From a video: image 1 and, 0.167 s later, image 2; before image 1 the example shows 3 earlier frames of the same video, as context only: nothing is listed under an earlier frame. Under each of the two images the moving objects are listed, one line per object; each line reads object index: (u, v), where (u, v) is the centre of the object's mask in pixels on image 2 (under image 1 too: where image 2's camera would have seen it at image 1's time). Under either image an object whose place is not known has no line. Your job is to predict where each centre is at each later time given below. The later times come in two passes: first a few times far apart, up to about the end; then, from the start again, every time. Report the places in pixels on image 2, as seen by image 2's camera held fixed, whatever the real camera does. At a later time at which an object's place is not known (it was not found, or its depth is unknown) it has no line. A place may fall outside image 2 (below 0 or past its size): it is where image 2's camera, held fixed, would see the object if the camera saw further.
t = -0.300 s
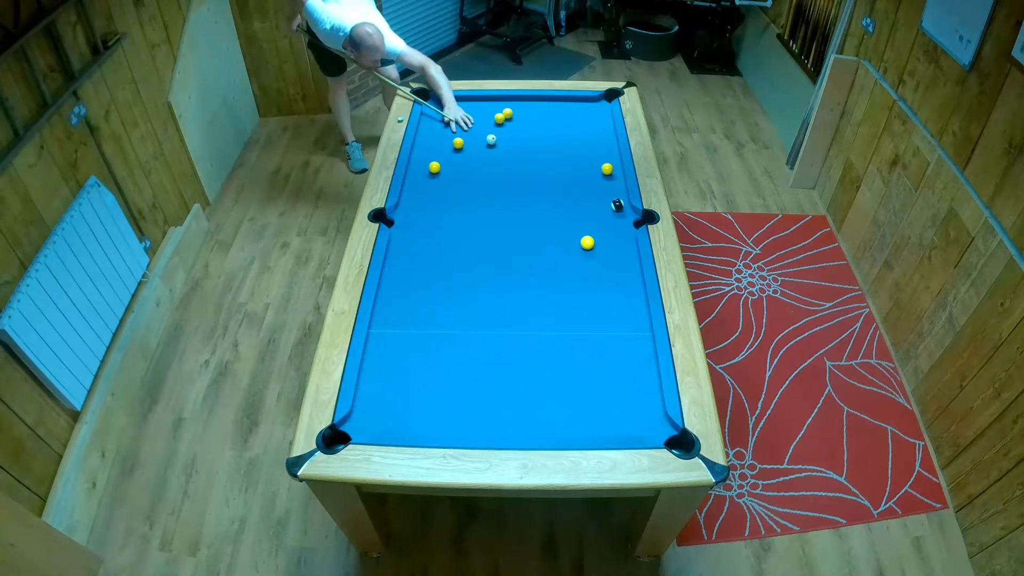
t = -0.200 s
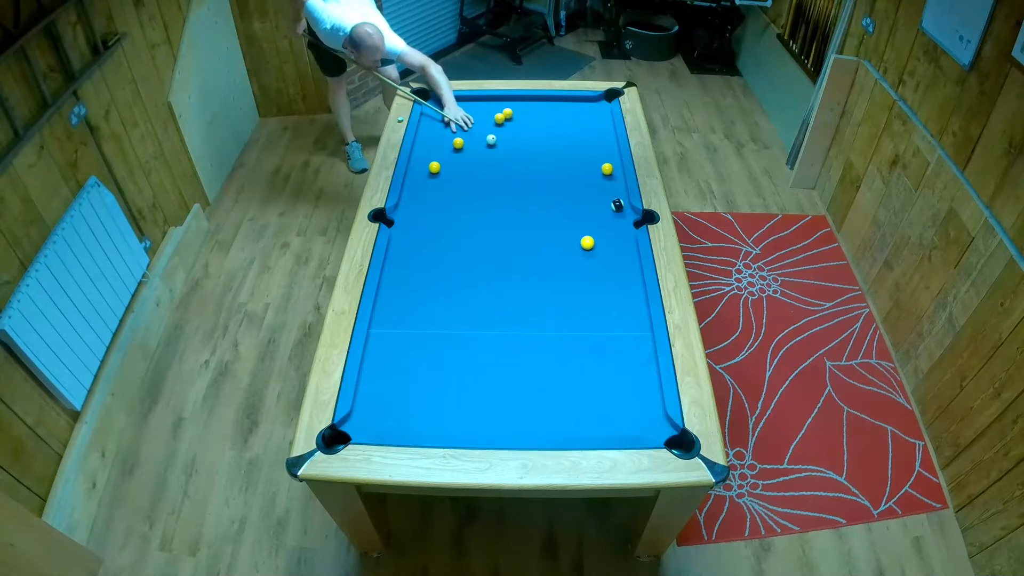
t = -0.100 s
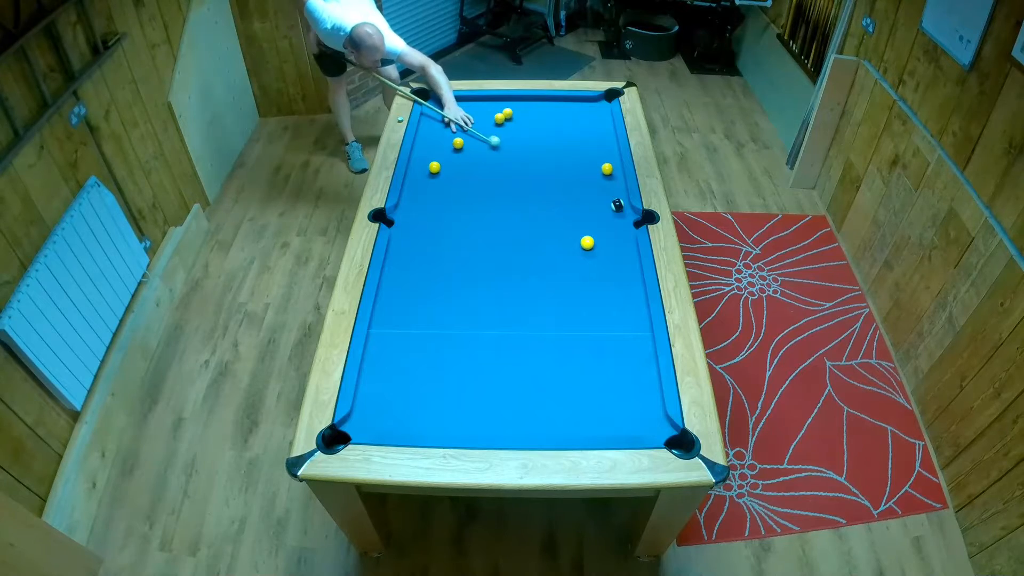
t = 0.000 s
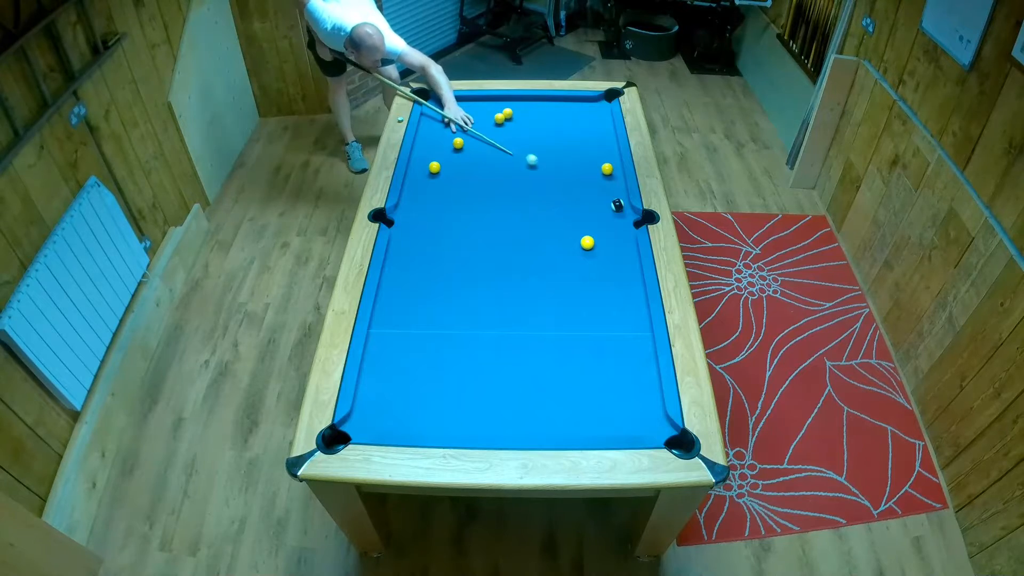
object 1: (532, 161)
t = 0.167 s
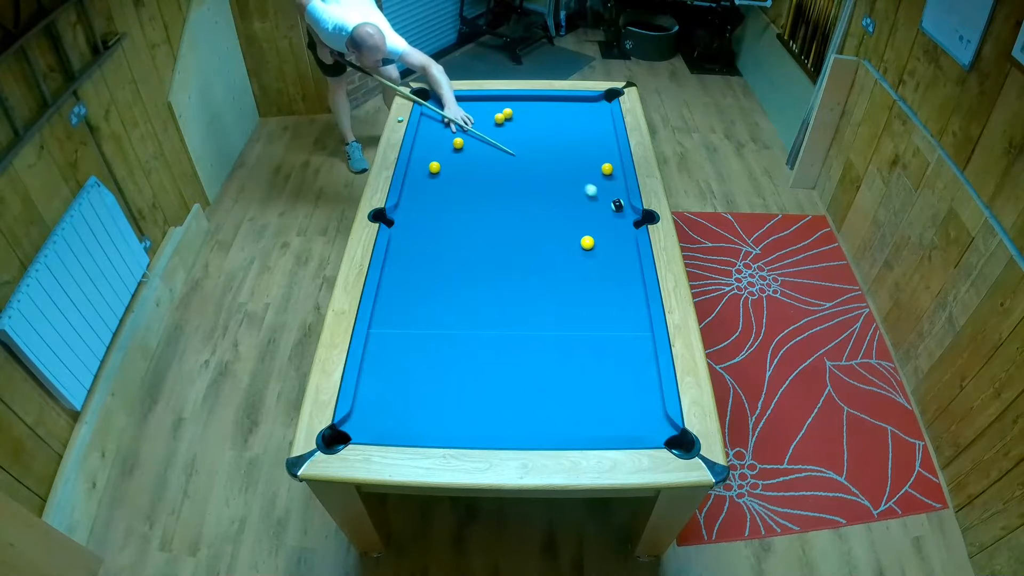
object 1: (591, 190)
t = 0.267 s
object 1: (607, 198)
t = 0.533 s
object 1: (603, 192)
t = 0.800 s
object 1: (599, 187)
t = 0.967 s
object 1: (597, 185)
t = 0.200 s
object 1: (602, 196)
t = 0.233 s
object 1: (607, 199)
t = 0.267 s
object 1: (607, 198)
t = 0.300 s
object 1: (606, 197)
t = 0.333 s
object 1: (606, 196)
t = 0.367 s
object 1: (605, 196)
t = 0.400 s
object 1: (605, 195)
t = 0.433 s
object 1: (604, 194)
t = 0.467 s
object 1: (604, 193)
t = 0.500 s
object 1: (603, 193)
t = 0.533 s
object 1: (603, 192)
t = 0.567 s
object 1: (602, 191)
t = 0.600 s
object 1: (602, 191)
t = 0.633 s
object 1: (601, 190)
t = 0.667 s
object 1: (601, 190)
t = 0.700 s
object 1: (600, 189)
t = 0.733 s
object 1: (600, 188)
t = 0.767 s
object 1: (599, 188)
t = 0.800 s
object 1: (599, 187)
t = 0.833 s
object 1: (599, 186)
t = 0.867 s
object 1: (598, 186)
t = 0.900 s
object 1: (598, 186)
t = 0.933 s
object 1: (598, 185)
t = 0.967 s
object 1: (597, 185)
